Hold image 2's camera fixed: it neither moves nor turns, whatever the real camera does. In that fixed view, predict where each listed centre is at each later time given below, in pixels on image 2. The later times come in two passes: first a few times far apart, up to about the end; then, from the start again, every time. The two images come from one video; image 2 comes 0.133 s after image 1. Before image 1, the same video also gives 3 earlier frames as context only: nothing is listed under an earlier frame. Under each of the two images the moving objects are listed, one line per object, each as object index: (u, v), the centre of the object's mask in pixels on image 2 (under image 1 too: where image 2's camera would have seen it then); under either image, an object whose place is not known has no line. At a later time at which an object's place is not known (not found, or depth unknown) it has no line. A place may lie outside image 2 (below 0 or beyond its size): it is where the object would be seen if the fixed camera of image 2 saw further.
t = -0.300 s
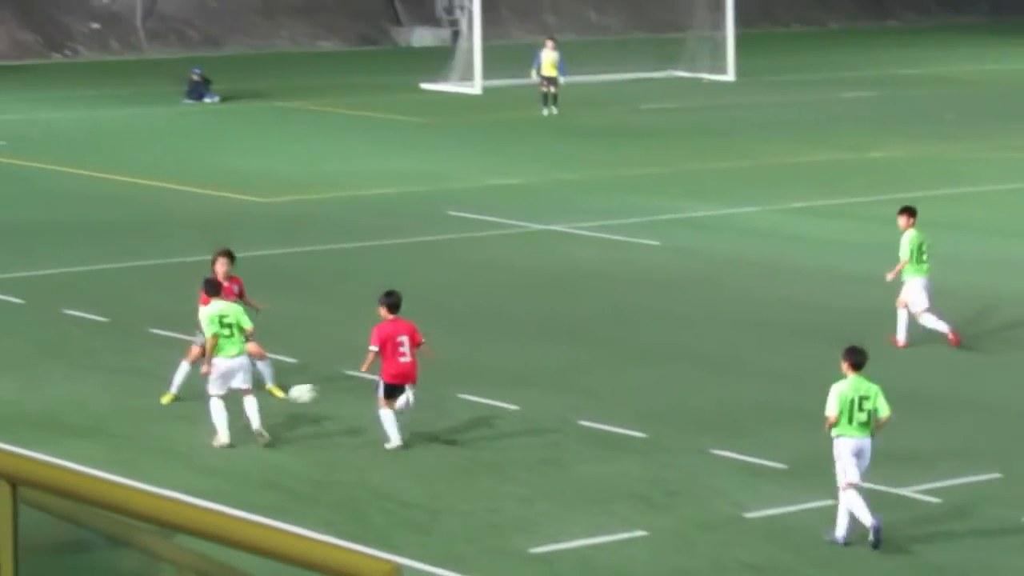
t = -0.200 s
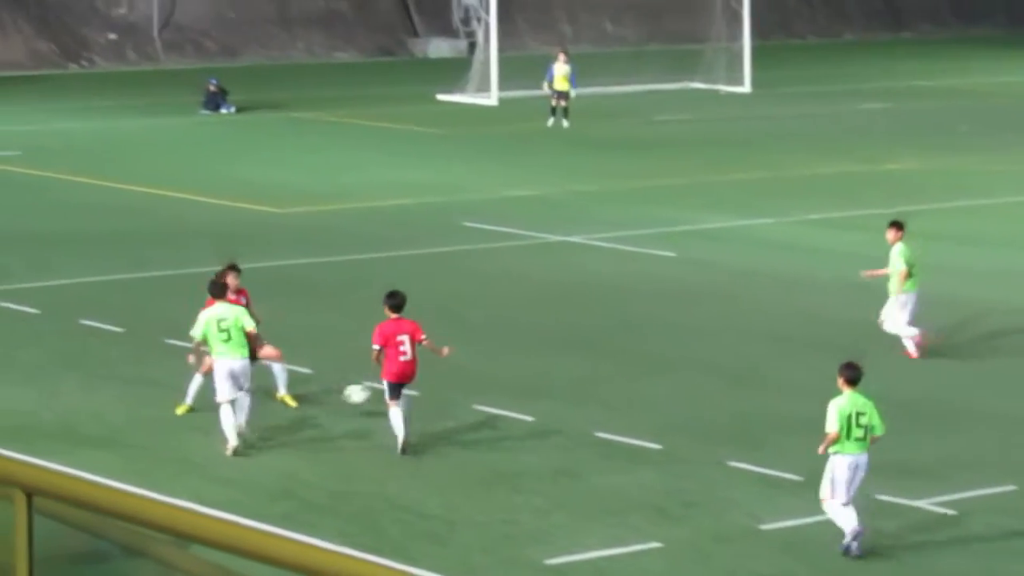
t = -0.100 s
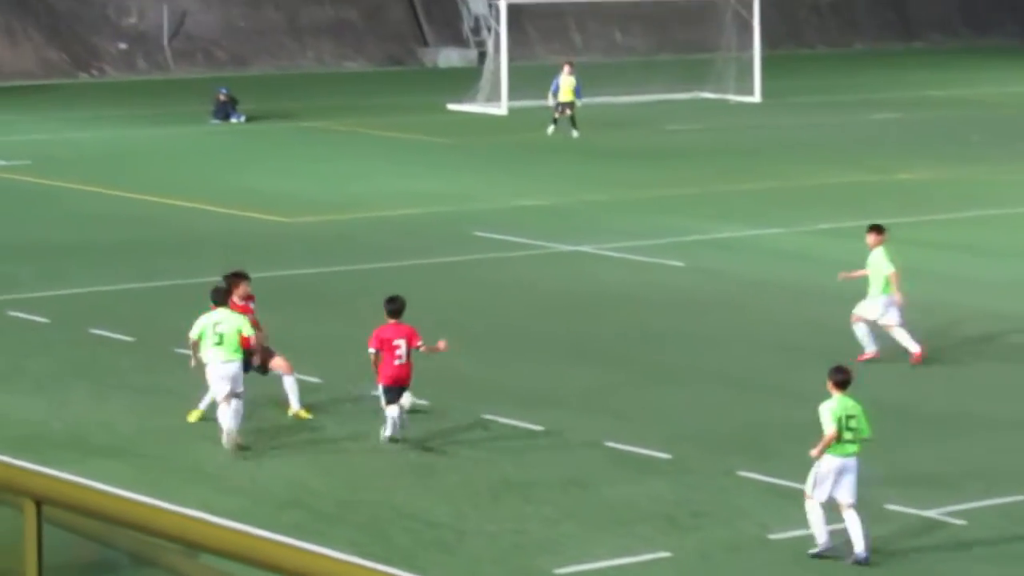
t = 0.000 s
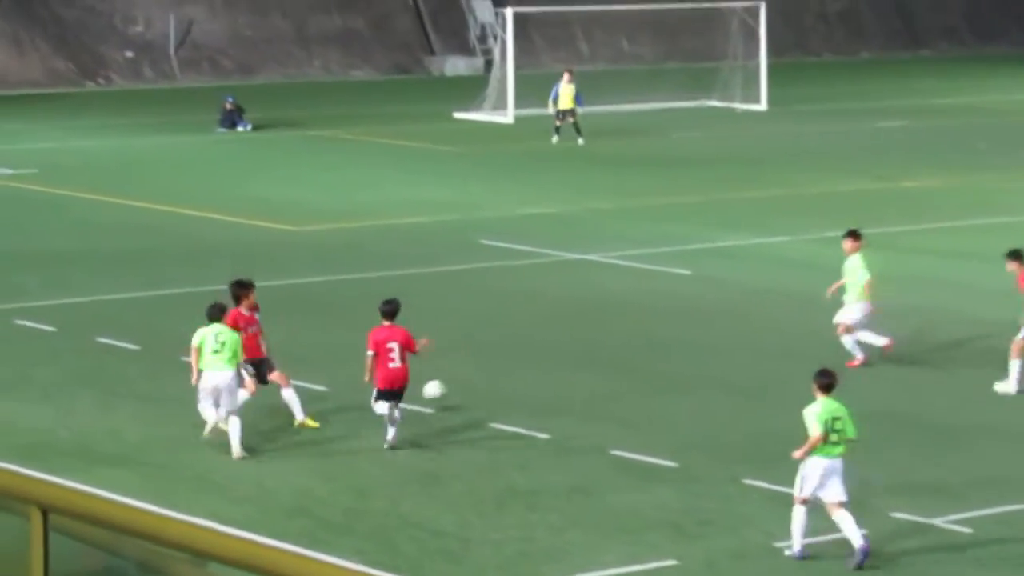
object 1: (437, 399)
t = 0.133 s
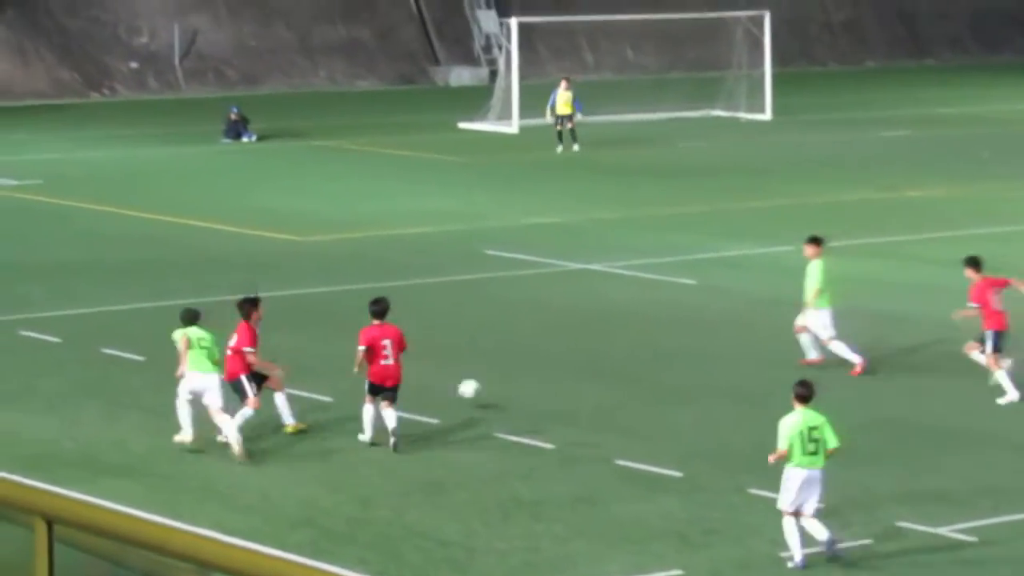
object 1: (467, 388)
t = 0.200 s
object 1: (482, 389)
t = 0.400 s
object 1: (519, 370)
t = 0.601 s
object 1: (552, 357)
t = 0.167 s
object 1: (475, 388)
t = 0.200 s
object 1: (482, 389)
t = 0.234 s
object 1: (490, 390)
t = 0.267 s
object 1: (496, 384)
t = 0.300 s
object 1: (501, 379)
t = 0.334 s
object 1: (507, 375)
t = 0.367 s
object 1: (513, 372)
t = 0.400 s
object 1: (519, 370)
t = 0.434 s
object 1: (525, 370)
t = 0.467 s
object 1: (530, 370)
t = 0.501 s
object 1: (536, 369)
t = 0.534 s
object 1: (541, 364)
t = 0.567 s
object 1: (547, 360)
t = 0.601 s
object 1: (552, 357)
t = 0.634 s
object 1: (557, 355)
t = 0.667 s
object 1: (562, 353)
